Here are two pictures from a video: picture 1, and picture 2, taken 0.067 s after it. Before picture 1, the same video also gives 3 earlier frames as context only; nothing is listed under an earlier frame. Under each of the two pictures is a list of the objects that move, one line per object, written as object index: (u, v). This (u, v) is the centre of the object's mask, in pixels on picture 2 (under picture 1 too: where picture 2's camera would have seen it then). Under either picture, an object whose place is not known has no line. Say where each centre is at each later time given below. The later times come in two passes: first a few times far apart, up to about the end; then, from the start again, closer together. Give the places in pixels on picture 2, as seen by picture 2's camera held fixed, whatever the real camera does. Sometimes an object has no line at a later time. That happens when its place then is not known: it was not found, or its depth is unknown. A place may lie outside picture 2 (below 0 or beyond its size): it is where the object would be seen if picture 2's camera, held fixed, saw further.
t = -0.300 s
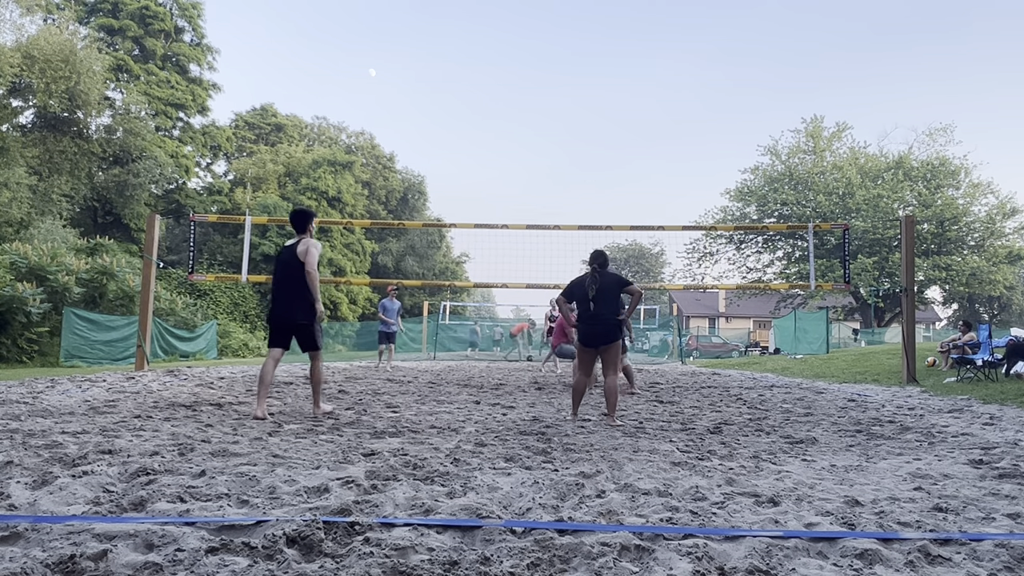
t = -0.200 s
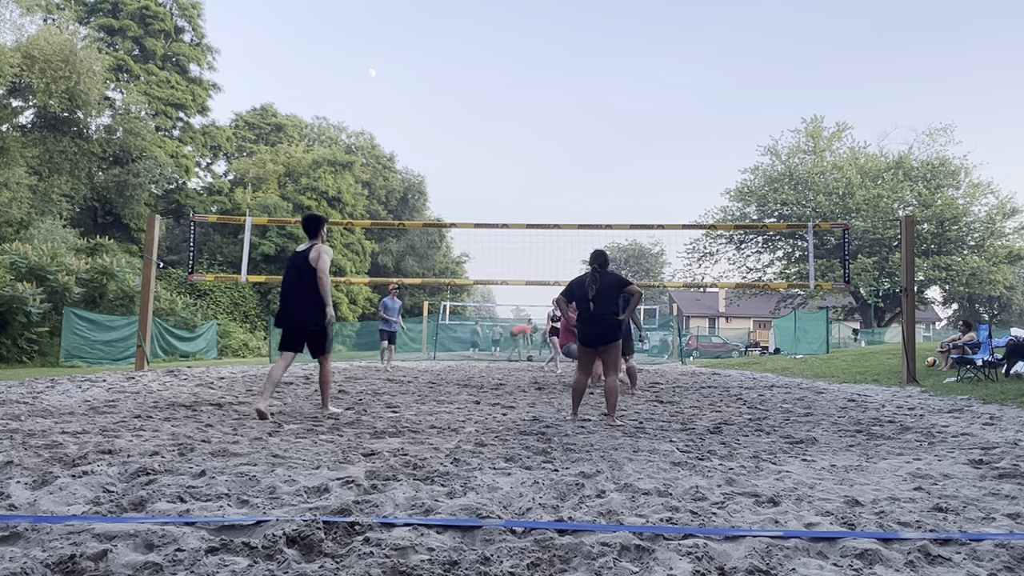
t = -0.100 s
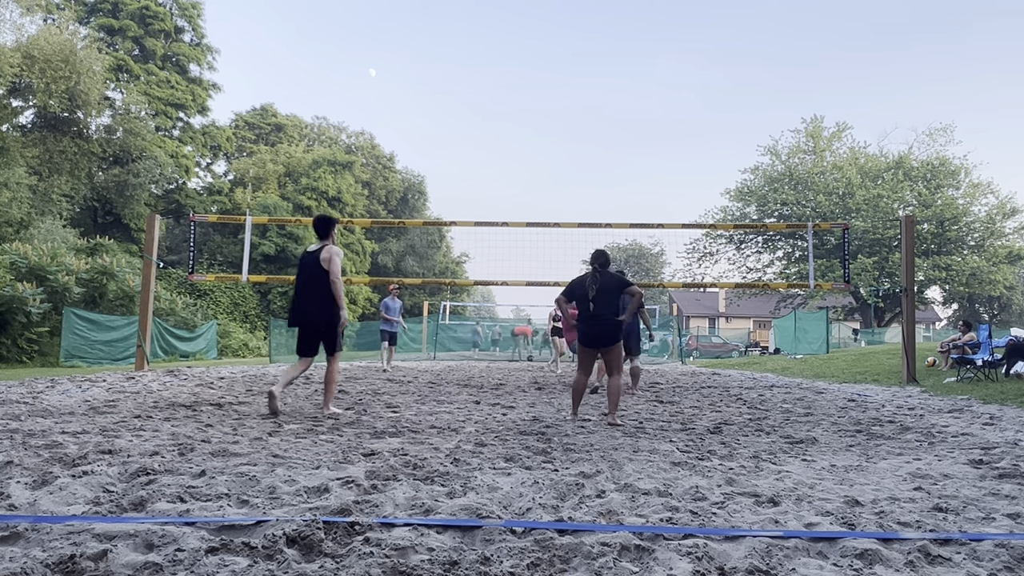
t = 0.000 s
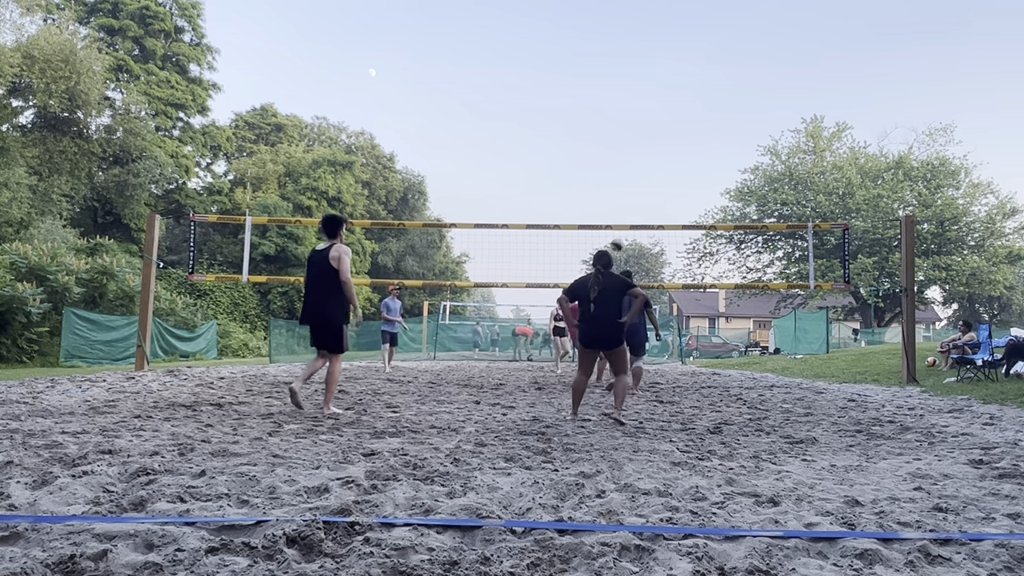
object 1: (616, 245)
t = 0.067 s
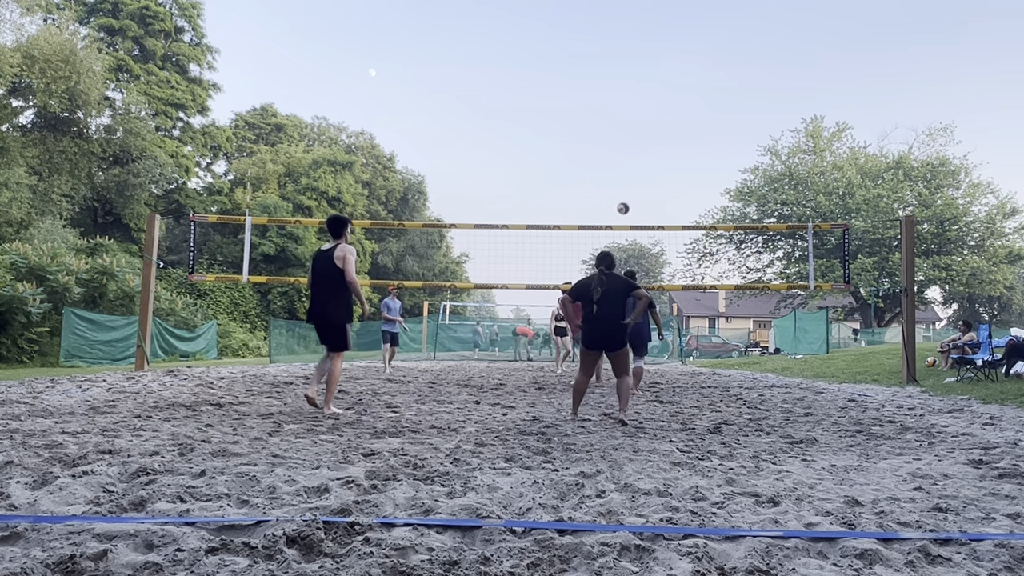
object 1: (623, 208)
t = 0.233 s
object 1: (638, 134)
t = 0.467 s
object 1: (655, 66)
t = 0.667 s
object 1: (668, 37)
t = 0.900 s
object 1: (682, 30)
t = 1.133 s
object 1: (694, 51)
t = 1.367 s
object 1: (705, 96)
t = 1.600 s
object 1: (715, 165)
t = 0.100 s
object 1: (626, 191)
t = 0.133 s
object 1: (629, 175)
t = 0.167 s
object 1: (632, 161)
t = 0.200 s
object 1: (635, 147)
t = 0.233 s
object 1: (638, 134)
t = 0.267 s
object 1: (641, 122)
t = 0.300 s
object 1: (643, 110)
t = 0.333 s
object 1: (646, 100)
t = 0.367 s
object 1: (648, 90)
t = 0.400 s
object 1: (651, 82)
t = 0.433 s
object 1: (653, 73)
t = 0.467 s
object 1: (655, 66)
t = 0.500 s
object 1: (658, 60)
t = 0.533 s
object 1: (660, 54)
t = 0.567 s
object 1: (662, 49)
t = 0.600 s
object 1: (664, 44)
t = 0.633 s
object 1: (666, 40)
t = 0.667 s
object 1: (668, 37)
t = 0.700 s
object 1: (670, 34)
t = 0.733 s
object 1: (672, 32)
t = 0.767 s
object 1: (674, 30)
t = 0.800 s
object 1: (676, 29)
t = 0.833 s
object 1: (678, 29)
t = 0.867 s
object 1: (680, 29)
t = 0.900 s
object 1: (682, 30)
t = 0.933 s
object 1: (684, 31)
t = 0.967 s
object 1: (686, 33)
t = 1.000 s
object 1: (688, 36)
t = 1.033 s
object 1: (689, 39)
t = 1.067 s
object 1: (691, 42)
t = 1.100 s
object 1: (693, 46)
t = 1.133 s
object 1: (694, 51)
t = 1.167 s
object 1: (696, 56)
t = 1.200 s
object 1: (698, 62)
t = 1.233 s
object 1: (699, 68)
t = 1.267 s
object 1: (701, 74)
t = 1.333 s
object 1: (704, 88)
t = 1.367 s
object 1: (705, 96)
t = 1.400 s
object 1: (707, 105)
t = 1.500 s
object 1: (711, 133)
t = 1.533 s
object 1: (712, 144)
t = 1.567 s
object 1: (714, 154)
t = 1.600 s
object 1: (715, 165)
